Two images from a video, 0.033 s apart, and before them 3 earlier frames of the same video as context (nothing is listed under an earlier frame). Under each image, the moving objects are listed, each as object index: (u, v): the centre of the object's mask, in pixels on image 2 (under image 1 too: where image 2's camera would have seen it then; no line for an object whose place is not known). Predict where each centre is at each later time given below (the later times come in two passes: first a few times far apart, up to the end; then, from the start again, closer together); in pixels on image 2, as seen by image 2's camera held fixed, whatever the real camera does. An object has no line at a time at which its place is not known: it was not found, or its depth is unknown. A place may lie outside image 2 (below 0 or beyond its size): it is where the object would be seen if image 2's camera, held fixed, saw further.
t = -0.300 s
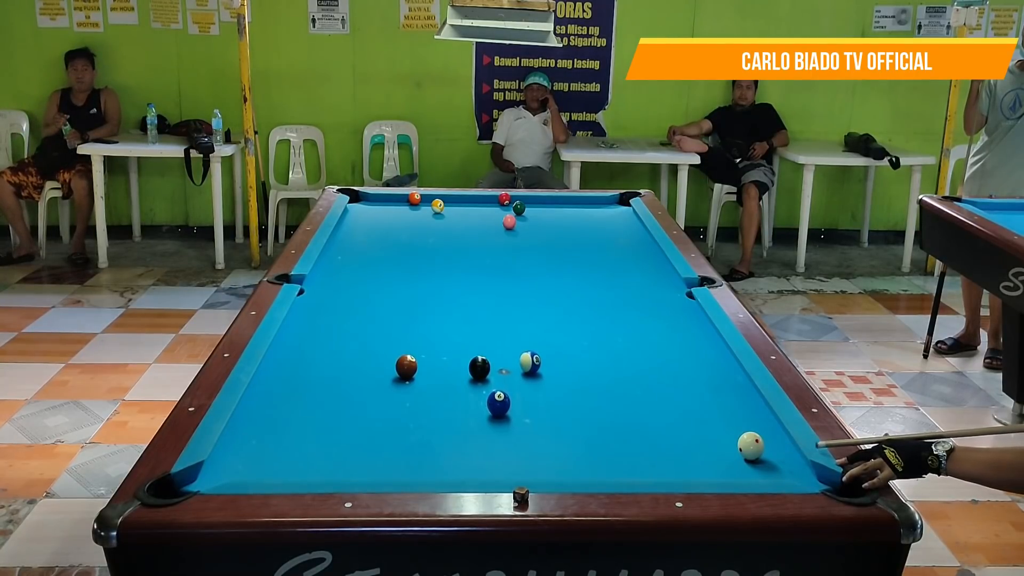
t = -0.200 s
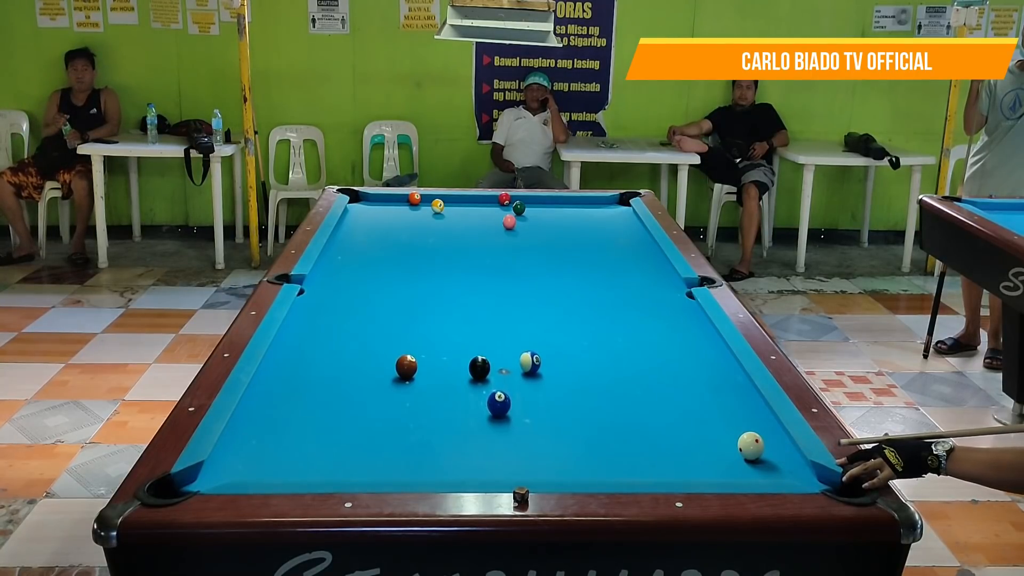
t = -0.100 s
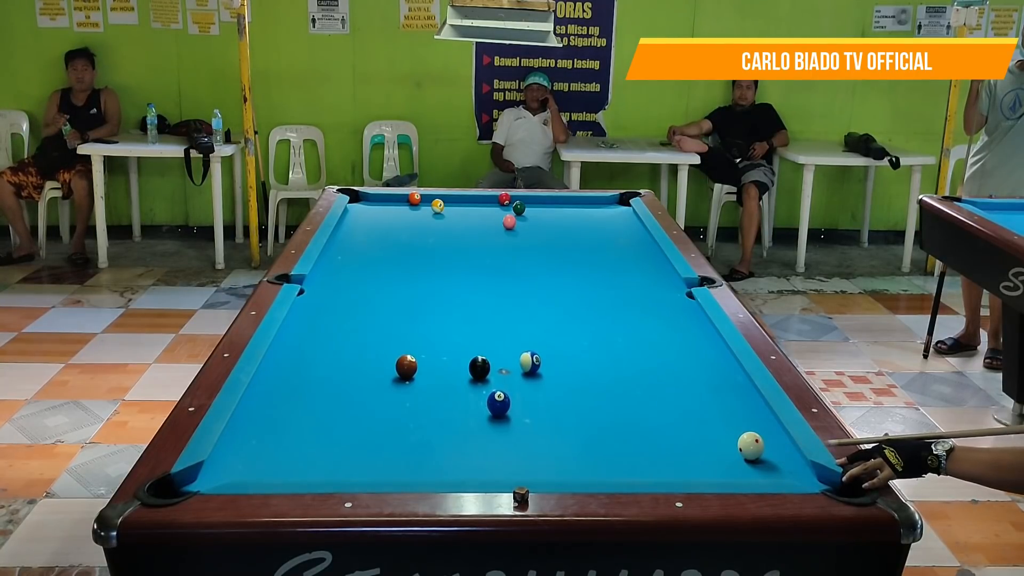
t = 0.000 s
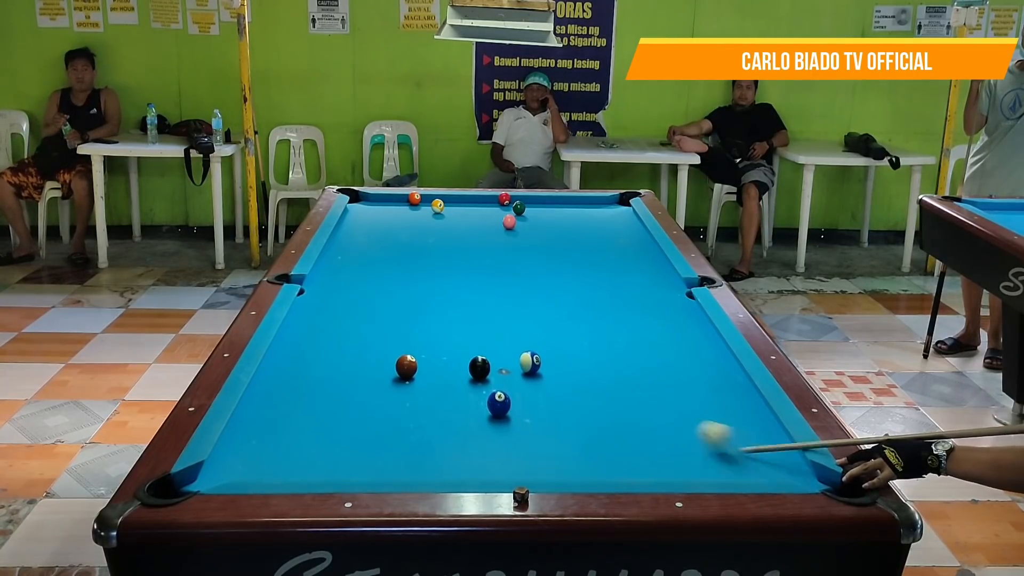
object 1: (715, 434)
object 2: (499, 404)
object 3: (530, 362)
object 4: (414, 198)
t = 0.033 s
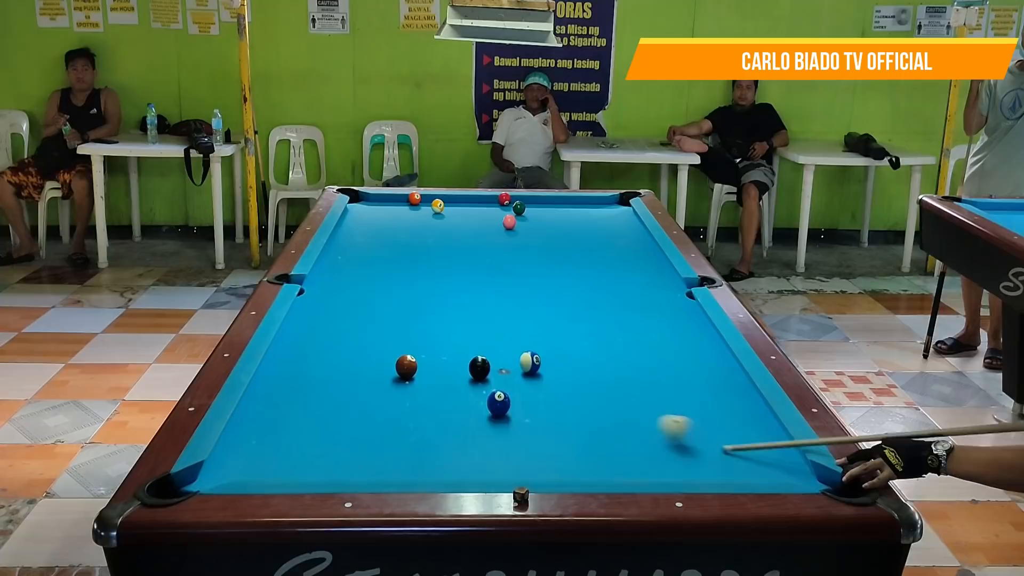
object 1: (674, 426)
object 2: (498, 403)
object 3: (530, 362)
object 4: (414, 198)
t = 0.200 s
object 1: (520, 398)
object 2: (483, 404)
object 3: (530, 362)
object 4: (414, 198)
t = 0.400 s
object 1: (510, 366)
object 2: (344, 413)
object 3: (530, 362)
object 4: (414, 198)
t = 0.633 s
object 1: (494, 338)
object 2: (268, 423)
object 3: (536, 361)
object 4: (414, 198)
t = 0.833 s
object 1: (482, 317)
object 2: (337, 427)
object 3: (541, 360)
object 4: (414, 198)
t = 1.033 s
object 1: (472, 299)
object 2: (404, 433)
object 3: (545, 359)
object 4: (414, 198)
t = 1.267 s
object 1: (462, 281)
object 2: (482, 439)
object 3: (548, 359)
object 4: (414, 198)
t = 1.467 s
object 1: (454, 267)
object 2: (549, 445)
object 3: (550, 359)
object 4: (414, 198)
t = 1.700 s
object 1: (446, 253)
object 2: (626, 451)
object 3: (551, 359)
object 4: (414, 198)
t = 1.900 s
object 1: (440, 242)
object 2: (692, 456)
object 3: (551, 359)
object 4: (414, 198)
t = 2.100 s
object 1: (435, 232)
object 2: (757, 462)
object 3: (550, 360)
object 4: (414, 198)
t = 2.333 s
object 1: (429, 222)
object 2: (785, 468)
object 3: (551, 360)
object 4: (414, 198)
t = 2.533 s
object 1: (425, 214)
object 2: (761, 472)
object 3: (551, 360)
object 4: (414, 198)
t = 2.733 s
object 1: (421, 206)
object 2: (740, 471)
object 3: (550, 360)
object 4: (413, 197)
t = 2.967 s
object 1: (419, 200)
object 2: (721, 469)
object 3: (550, 359)
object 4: (410, 198)
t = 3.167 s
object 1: (425, 200)
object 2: (705, 467)
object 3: (550, 359)
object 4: (403, 199)
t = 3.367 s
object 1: (429, 199)
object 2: (692, 465)
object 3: (550, 359)
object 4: (395, 200)
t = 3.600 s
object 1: (433, 197)
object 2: (679, 462)
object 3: (550, 359)
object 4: (386, 201)
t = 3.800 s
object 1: (438, 197)
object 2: (670, 461)
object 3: (550, 359)
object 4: (379, 202)
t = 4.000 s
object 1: (441, 197)
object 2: (662, 459)
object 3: (550, 359)
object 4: (373, 203)
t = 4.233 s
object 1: (443, 198)
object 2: (655, 458)
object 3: (550, 359)
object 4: (367, 204)
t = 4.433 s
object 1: (444, 198)
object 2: (652, 457)
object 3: (550, 359)
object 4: (362, 205)
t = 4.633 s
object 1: (444, 198)
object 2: (650, 456)
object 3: (550, 359)
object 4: (358, 205)
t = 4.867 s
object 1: (444, 198)
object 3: (550, 359)
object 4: (354, 206)
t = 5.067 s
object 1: (444, 198)
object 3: (550, 359)
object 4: (353, 206)
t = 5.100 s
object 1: (444, 198)
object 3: (550, 359)
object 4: (353, 206)
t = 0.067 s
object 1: (636, 421)
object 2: (498, 403)
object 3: (530, 362)
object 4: (414, 198)
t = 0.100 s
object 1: (600, 414)
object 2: (498, 403)
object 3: (530, 362)
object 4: (414, 198)
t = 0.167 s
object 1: (535, 403)
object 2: (498, 404)
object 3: (530, 362)
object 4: (414, 198)
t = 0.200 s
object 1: (520, 398)
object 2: (483, 404)
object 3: (530, 362)
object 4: (414, 198)
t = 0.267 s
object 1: (515, 385)
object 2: (431, 408)
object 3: (530, 362)
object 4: (414, 198)
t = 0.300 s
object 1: (514, 380)
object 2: (408, 409)
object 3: (530, 362)
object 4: (414, 198)
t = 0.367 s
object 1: (511, 371)
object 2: (365, 412)
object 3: (530, 362)
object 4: (414, 198)
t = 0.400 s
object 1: (510, 366)
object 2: (344, 413)
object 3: (530, 362)
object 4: (414, 198)
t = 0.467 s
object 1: (505, 357)
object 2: (301, 416)
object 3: (531, 362)
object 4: (414, 198)
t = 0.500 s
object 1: (503, 353)
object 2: (280, 417)
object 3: (532, 361)
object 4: (414, 198)
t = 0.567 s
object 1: (498, 345)
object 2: (242, 420)
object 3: (535, 361)
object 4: (414, 198)
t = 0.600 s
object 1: (496, 342)
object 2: (256, 421)
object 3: (535, 361)
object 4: (414, 198)
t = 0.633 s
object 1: (494, 338)
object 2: (268, 423)
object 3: (536, 361)
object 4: (414, 198)
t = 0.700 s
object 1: (490, 331)
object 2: (291, 423)
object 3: (538, 360)
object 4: (414, 198)
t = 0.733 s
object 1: (488, 327)
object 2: (303, 425)
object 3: (539, 360)
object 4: (414, 198)
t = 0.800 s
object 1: (484, 320)
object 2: (325, 426)
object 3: (541, 360)
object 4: (414, 198)
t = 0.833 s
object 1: (482, 317)
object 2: (337, 427)
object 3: (541, 360)
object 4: (414, 198)
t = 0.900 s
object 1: (479, 311)
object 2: (359, 429)
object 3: (543, 360)
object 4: (414, 198)
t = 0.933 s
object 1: (477, 308)
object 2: (371, 430)
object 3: (544, 360)
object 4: (414, 198)
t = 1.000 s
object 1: (474, 302)
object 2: (393, 433)
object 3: (545, 360)
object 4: (414, 198)
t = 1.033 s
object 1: (472, 299)
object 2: (404, 433)
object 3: (545, 359)
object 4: (414, 198)
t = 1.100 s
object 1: (469, 294)
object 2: (426, 435)
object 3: (546, 359)
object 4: (414, 198)
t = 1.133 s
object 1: (468, 291)
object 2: (437, 436)
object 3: (547, 359)
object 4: (414, 198)
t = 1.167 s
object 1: (466, 288)
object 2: (449, 436)
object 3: (547, 359)
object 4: (414, 198)
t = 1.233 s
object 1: (463, 283)
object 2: (471, 438)
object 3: (548, 359)
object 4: (414, 198)
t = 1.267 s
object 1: (462, 281)
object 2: (482, 439)
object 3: (548, 359)
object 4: (414, 198)
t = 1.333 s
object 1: (459, 276)
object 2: (504, 441)
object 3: (549, 359)
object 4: (414, 198)
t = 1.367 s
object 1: (458, 274)
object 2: (515, 442)
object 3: (549, 359)
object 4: (414, 198)
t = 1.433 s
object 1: (456, 269)
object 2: (538, 444)
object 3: (549, 359)
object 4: (414, 198)
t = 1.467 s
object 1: (454, 267)
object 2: (549, 445)
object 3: (550, 359)
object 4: (414, 198)
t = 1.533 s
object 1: (452, 263)
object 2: (571, 446)
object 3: (550, 359)
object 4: (414, 198)
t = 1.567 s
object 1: (451, 261)
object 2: (582, 448)
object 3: (550, 359)
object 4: (414, 198)
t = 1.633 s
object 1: (448, 257)
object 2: (604, 449)
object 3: (551, 359)
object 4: (414, 198)
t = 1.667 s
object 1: (447, 255)
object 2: (615, 450)
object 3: (551, 359)
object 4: (414, 198)
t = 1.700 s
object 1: (446, 253)
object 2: (626, 451)
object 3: (551, 359)
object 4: (414, 198)
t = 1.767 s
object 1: (444, 249)
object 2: (648, 453)
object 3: (551, 359)
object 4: (414, 198)
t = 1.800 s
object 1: (443, 247)
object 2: (659, 454)
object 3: (551, 359)
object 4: (414, 198)
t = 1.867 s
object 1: (441, 244)
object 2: (681, 455)
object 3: (550, 359)
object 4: (414, 198)
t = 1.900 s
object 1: (440, 242)
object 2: (692, 456)
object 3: (551, 359)
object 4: (414, 198)
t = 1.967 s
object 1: (438, 238)
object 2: (714, 459)
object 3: (551, 359)
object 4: (414, 198)
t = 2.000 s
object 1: (437, 237)
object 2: (725, 459)
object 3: (551, 359)
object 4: (414, 198)
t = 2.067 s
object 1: (436, 233)
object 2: (746, 461)
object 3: (550, 359)
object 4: (414, 198)
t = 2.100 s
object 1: (435, 232)
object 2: (757, 462)
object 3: (550, 360)
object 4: (414, 198)
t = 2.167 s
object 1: (433, 229)
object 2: (779, 464)
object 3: (550, 360)
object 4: (414, 198)
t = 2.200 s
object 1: (432, 227)
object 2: (790, 465)
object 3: (551, 360)
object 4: (414, 198)
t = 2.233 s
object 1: (432, 226)
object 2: (797, 466)
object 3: (551, 360)
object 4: (414, 198)
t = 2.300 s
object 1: (430, 223)
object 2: (789, 467)
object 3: (551, 360)
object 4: (414, 198)
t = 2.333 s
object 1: (429, 222)
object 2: (785, 468)
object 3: (551, 360)
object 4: (414, 198)
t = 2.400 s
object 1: (428, 219)
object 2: (776, 469)
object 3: (551, 360)
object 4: (414, 198)
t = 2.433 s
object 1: (427, 218)
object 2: (772, 470)
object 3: (551, 360)
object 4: (414, 198)
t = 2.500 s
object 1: (425, 215)
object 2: (764, 471)
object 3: (551, 360)
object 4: (414, 198)
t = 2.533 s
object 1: (425, 214)
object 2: (761, 472)
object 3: (551, 360)
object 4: (414, 198)
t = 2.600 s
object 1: (423, 211)
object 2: (753, 472)
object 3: (550, 359)
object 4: (414, 198)
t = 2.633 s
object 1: (423, 210)
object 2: (750, 472)
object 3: (551, 360)
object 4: (414, 198)
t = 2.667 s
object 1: (422, 209)
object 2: (747, 471)
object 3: (550, 360)
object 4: (414, 198)
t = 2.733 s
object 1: (421, 206)
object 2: (740, 471)
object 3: (550, 360)
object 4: (413, 197)
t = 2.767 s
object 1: (420, 205)
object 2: (738, 470)
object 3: (550, 360)
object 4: (413, 197)
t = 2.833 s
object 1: (419, 203)
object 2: (732, 470)
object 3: (550, 359)
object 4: (412, 197)
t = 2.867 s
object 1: (418, 202)
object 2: (729, 470)
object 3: (550, 359)
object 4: (412, 197)
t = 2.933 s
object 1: (418, 200)
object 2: (723, 469)
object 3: (550, 359)
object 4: (411, 197)
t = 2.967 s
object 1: (419, 200)
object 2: (721, 469)
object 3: (550, 359)
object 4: (410, 198)
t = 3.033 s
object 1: (421, 200)
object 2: (716, 468)
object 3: (550, 359)
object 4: (409, 198)
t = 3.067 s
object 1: (422, 200)
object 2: (713, 467)
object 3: (550, 359)
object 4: (407, 199)
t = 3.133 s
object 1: (424, 200)
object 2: (708, 467)
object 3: (550, 359)
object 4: (404, 199)
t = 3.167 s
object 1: (425, 200)
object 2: (705, 467)
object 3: (550, 359)
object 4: (403, 199)
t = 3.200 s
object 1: (425, 200)
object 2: (703, 466)
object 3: (550, 359)
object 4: (402, 199)
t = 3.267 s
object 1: (427, 200)
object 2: (699, 466)
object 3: (550, 359)
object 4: (399, 199)
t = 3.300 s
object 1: (428, 200)
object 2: (697, 465)
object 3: (550, 359)
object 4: (398, 200)
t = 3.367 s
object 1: (429, 199)
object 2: (692, 465)
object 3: (550, 359)
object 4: (395, 200)
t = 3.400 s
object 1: (429, 199)
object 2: (691, 464)
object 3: (550, 359)
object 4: (394, 200)
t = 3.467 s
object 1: (431, 198)
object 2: (687, 464)
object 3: (550, 359)
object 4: (391, 200)
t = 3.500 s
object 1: (431, 198)
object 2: (685, 464)
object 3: (550, 359)
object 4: (390, 200)
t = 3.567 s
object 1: (433, 198)
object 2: (681, 463)
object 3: (550, 359)
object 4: (387, 201)
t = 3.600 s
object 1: (433, 197)
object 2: (679, 462)
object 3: (550, 359)
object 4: (386, 201)
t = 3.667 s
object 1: (435, 197)
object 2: (676, 462)
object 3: (550, 359)
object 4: (384, 201)
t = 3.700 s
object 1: (435, 197)
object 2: (674, 462)
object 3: (550, 359)
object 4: (383, 201)
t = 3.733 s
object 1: (436, 197)
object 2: (673, 462)
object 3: (550, 359)
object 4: (381, 202)
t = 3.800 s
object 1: (438, 197)
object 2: (670, 461)
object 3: (550, 359)
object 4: (379, 202)
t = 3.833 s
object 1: (438, 197)
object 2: (668, 461)
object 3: (550, 359)
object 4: (378, 202)
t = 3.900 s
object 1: (439, 197)
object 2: (666, 460)
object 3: (550, 359)
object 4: (376, 203)
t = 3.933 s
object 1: (440, 197)
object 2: (664, 460)
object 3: (550, 359)
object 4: (375, 203)
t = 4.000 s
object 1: (441, 197)
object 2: (662, 459)
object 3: (550, 359)
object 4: (373, 203)
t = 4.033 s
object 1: (441, 197)
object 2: (661, 459)
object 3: (550, 359)
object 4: (372, 203)
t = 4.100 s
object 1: (442, 198)
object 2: (659, 459)
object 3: (550, 359)
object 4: (370, 203)
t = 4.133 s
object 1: (442, 198)
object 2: (658, 458)
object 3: (550, 359)
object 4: (369, 203)
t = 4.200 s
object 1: (443, 198)
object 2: (656, 458)
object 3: (550, 359)
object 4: (367, 204)
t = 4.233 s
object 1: (443, 198)
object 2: (655, 458)
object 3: (550, 359)
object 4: (367, 204)
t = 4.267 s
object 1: (443, 198)
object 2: (655, 458)
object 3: (550, 359)
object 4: (366, 204)
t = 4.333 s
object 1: (444, 198)
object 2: (654, 457)
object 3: (550, 359)
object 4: (364, 204)
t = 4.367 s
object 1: (444, 198)
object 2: (653, 457)
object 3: (550, 359)
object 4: (363, 204)
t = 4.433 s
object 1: (444, 198)
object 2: (652, 457)
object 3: (550, 359)
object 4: (362, 205)
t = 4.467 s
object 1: (444, 198)
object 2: (652, 457)
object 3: (550, 359)
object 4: (361, 205)
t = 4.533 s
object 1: (444, 198)
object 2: (651, 457)
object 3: (550, 359)
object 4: (360, 205)
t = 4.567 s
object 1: (444, 198)
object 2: (650, 456)
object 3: (550, 359)
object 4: (359, 205)
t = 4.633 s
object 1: (444, 198)
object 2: (650, 456)
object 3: (550, 359)
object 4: (358, 205)
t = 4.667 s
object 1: (444, 198)
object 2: (649, 456)
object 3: (550, 359)
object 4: (357, 205)
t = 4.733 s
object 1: (444, 198)
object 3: (550, 359)
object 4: (356, 205)
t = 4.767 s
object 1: (444, 198)
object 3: (550, 359)
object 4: (355, 206)
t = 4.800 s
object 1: (444, 198)
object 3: (550, 359)
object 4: (355, 206)
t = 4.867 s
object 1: (444, 198)
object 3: (550, 359)
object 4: (354, 206)
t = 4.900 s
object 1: (444, 198)
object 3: (550, 359)
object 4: (354, 206)
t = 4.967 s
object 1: (444, 198)
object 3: (550, 359)
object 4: (353, 206)
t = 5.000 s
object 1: (444, 198)
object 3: (550, 359)
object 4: (353, 206)
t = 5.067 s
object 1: (444, 198)
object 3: (550, 359)
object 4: (353, 206)
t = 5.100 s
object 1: (444, 198)
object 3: (550, 359)
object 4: (353, 206)
